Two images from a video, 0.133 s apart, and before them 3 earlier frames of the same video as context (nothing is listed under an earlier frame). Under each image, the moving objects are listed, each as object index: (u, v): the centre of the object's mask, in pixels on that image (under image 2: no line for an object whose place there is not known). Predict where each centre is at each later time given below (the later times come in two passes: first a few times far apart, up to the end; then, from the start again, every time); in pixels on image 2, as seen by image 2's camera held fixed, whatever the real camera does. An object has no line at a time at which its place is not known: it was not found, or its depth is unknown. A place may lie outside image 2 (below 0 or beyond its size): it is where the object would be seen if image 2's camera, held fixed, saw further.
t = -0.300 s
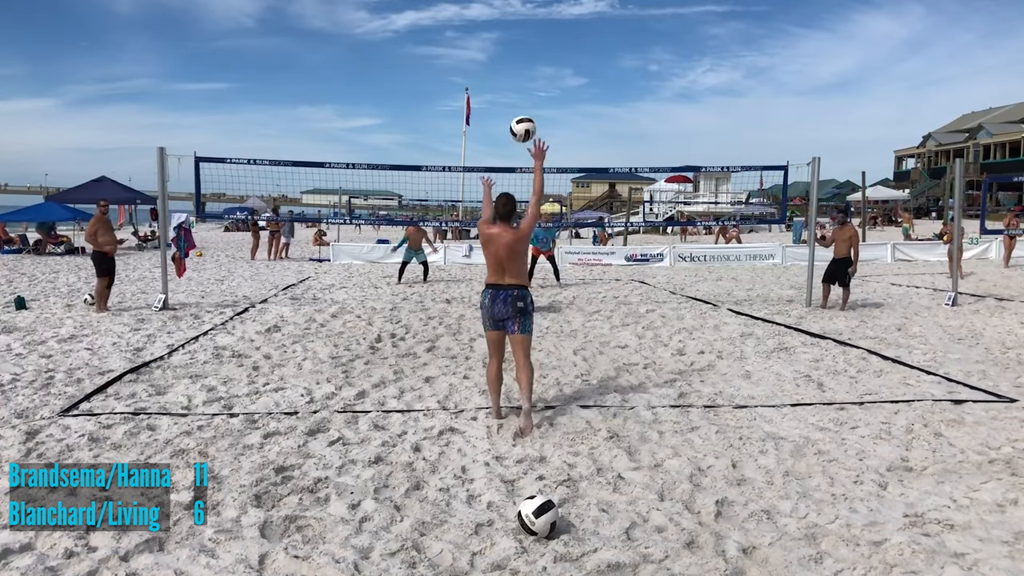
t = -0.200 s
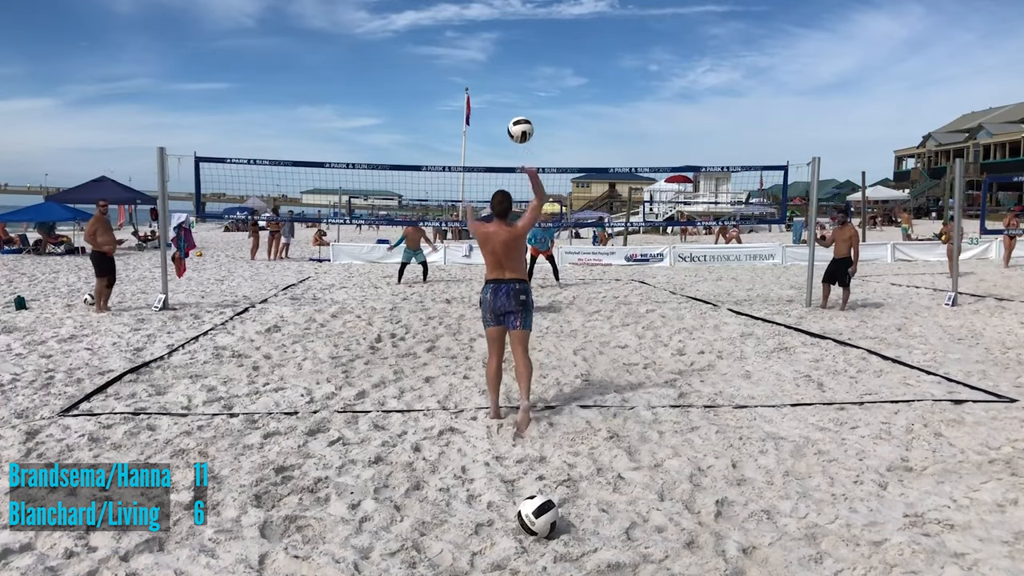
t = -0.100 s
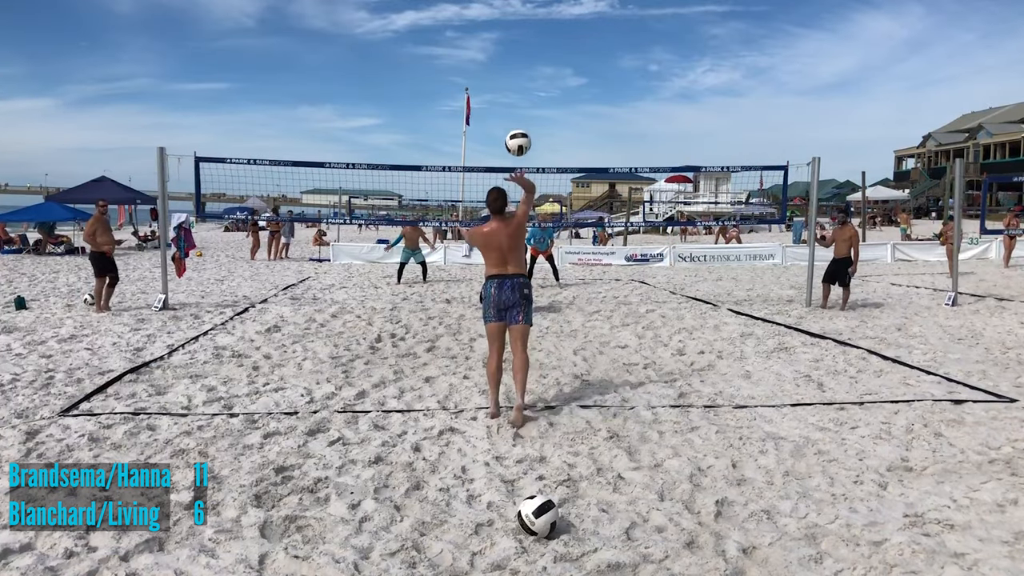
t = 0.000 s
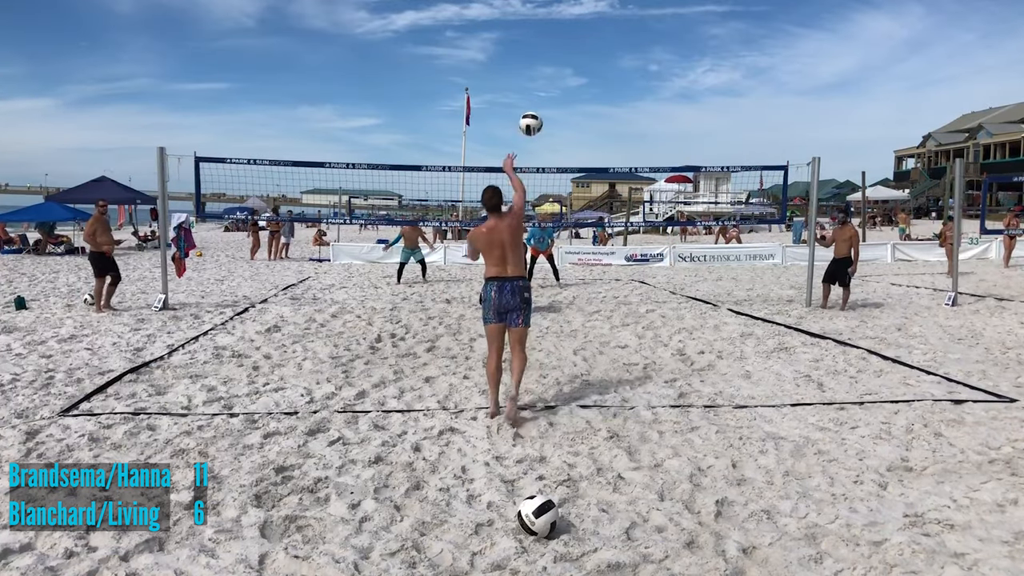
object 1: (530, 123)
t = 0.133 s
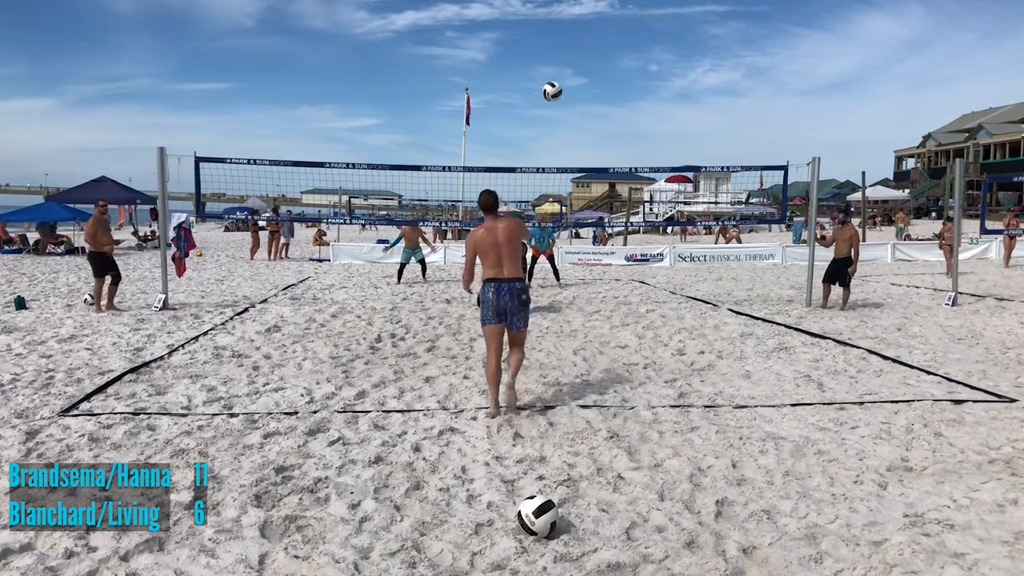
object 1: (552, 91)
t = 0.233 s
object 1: (564, 80)
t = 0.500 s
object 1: (585, 89)
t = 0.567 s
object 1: (590, 97)
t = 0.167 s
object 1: (556, 86)
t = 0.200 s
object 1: (560, 82)
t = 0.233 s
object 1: (564, 80)
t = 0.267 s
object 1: (567, 78)
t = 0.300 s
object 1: (570, 77)
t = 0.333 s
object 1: (573, 77)
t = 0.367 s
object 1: (575, 79)
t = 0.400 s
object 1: (577, 80)
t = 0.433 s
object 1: (580, 83)
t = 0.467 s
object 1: (583, 85)
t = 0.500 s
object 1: (585, 89)
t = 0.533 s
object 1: (588, 93)
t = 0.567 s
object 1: (590, 97)
